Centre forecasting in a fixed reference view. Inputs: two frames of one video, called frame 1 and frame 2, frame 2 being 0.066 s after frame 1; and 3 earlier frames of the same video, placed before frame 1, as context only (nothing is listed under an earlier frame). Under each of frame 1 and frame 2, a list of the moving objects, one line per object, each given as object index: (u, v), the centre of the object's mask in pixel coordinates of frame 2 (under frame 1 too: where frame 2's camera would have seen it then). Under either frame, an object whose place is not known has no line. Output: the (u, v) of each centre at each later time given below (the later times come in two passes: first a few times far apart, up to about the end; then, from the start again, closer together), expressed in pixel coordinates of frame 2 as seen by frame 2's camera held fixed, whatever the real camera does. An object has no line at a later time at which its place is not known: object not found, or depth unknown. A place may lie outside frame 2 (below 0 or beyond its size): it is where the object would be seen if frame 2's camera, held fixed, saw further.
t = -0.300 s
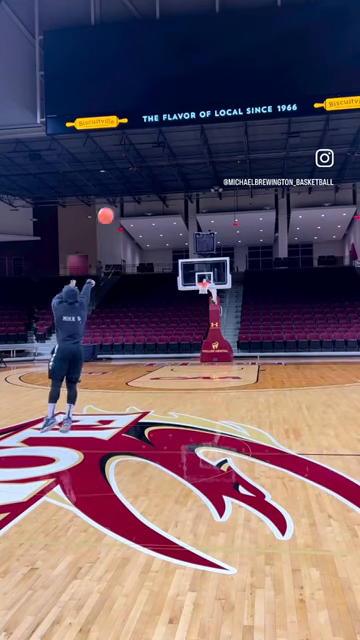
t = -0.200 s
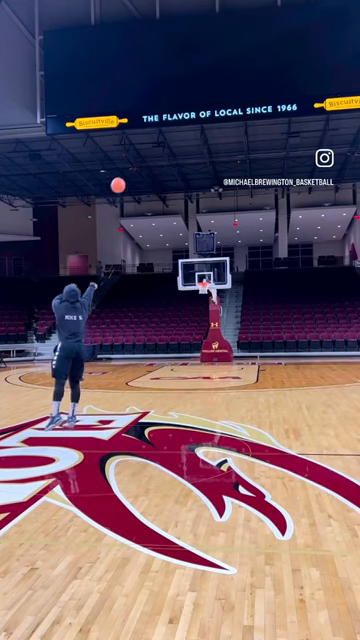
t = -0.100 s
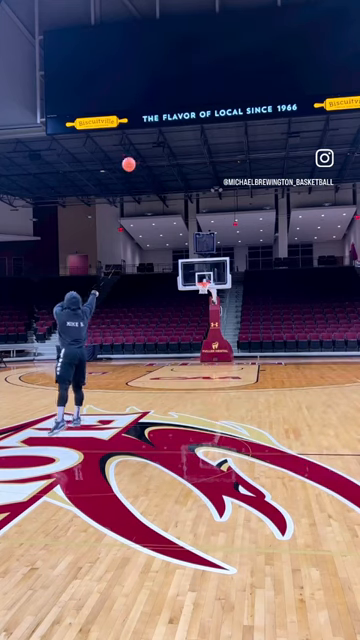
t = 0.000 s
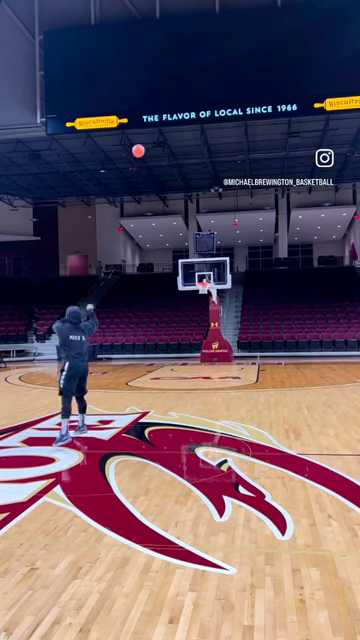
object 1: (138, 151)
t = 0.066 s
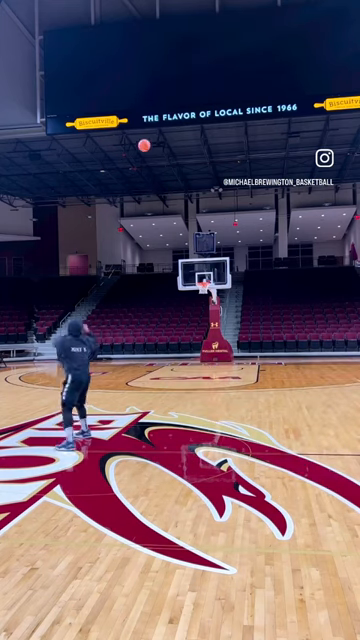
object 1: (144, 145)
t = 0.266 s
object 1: (159, 142)
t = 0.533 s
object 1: (175, 160)
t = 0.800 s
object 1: (189, 197)
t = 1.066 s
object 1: (200, 245)
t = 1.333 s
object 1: (207, 280)
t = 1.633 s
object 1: (207, 291)
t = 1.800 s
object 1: (204, 301)
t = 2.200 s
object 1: (201, 354)
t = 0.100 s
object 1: (146, 143)
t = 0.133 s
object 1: (149, 142)
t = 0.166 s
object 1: (152, 142)
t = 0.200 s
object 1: (154, 141)
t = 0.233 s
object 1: (157, 142)
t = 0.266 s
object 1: (159, 142)
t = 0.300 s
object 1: (161, 143)
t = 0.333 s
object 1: (163, 145)
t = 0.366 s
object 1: (166, 147)
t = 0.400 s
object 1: (168, 149)
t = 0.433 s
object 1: (170, 151)
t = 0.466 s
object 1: (172, 154)
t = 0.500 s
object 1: (174, 157)
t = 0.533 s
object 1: (175, 160)
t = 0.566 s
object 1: (177, 164)
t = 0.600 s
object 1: (179, 168)
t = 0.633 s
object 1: (181, 172)
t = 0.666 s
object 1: (182, 177)
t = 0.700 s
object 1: (184, 182)
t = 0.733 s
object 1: (186, 187)
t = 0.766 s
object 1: (187, 192)
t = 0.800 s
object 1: (189, 197)
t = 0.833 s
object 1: (190, 202)
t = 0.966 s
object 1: (196, 226)
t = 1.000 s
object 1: (197, 232)
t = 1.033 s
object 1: (199, 239)
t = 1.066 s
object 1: (200, 245)
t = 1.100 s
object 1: (201, 252)
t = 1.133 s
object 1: (202, 258)
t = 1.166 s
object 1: (203, 266)
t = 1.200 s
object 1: (205, 272)
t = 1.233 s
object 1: (206, 279)
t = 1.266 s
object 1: (206, 280)
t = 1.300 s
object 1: (207, 280)
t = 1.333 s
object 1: (207, 280)
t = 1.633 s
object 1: (207, 291)
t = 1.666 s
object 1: (207, 293)
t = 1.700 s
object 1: (206, 295)
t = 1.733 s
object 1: (205, 297)
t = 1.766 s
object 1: (205, 298)
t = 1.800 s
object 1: (204, 301)
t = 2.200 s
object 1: (201, 354)
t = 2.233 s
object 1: (200, 359)
